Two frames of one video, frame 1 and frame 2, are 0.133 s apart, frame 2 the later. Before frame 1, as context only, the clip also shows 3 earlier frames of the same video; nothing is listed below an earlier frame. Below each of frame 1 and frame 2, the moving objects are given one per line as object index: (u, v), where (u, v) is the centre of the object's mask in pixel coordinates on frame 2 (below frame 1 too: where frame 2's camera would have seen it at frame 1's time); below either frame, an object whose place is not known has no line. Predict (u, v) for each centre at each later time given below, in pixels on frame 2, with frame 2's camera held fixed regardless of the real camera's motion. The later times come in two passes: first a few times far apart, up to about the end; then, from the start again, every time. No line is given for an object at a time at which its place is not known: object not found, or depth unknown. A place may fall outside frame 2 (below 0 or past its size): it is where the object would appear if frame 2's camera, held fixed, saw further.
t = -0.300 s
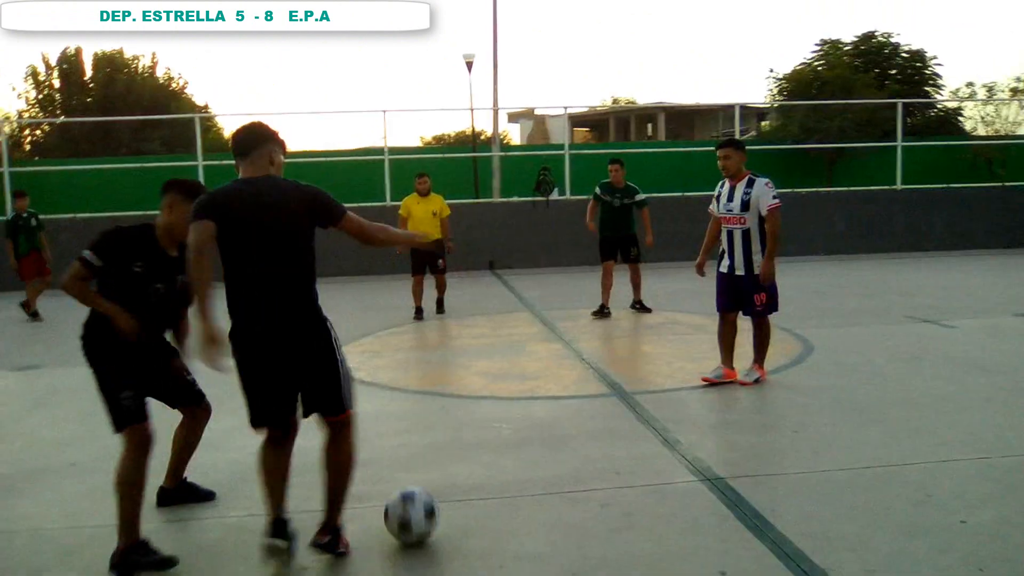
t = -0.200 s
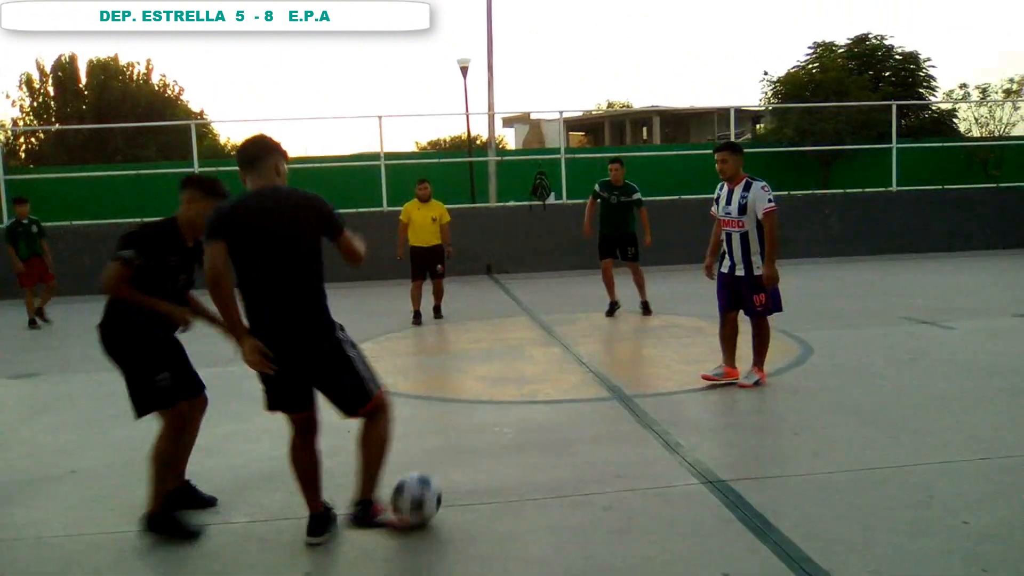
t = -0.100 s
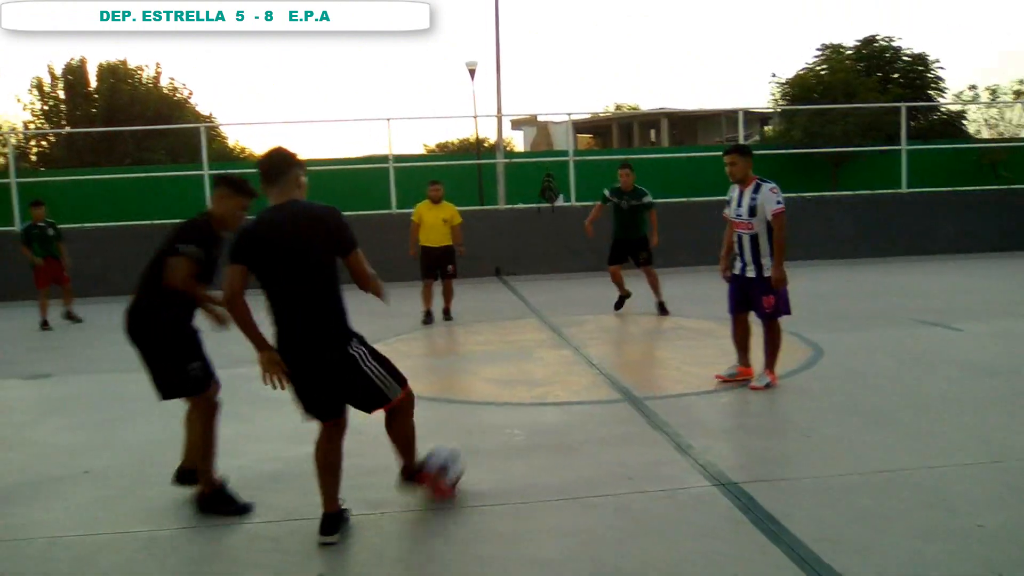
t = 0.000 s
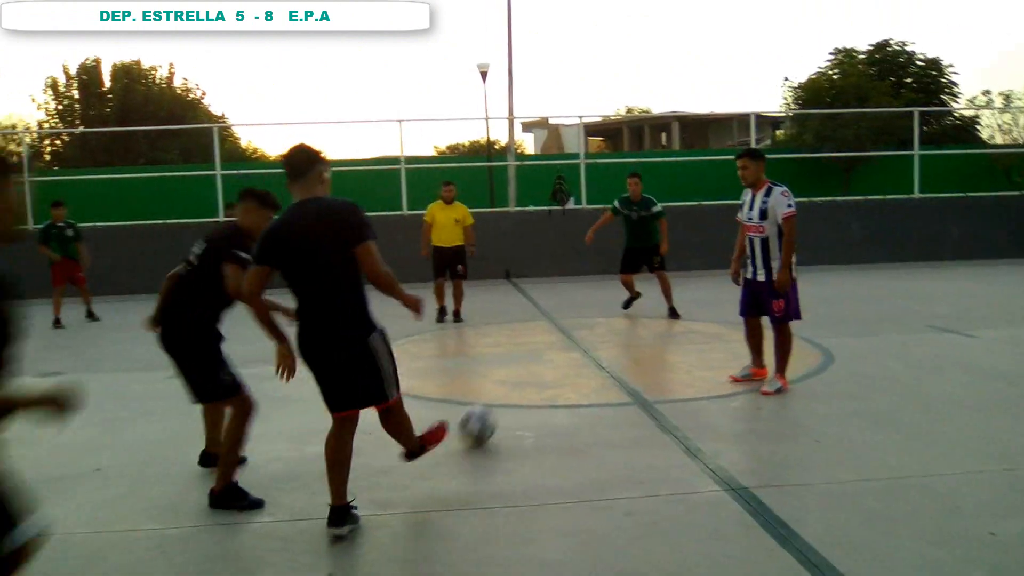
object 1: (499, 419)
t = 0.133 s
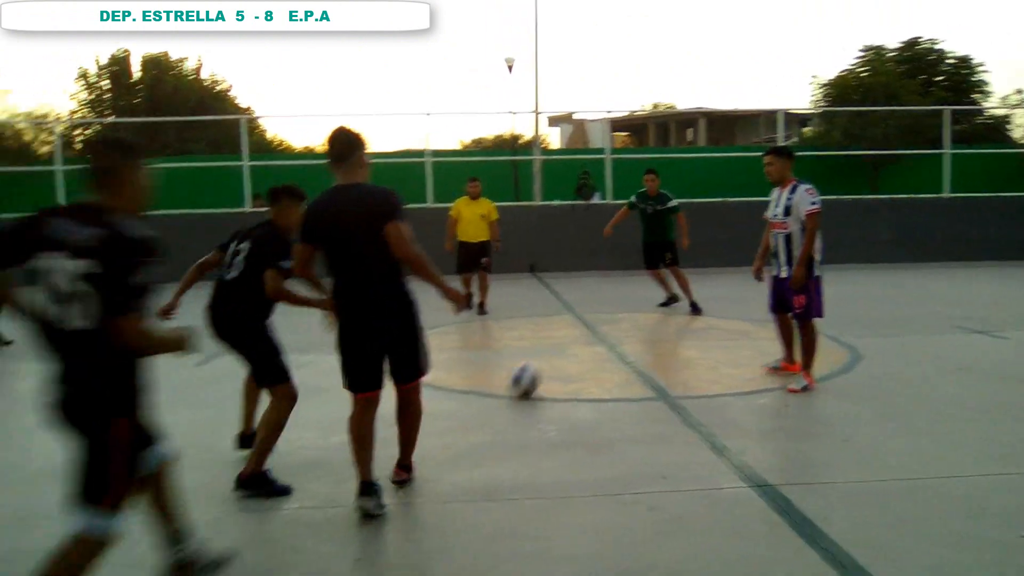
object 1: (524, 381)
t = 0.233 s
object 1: (535, 361)
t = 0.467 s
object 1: (551, 332)
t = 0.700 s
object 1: (561, 315)
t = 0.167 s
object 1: (530, 373)
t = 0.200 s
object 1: (534, 365)
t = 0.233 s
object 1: (535, 361)
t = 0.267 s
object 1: (538, 356)
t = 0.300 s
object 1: (541, 352)
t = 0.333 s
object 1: (543, 347)
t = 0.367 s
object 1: (545, 342)
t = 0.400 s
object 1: (547, 339)
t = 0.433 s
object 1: (549, 336)
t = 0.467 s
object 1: (551, 332)
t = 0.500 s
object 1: (552, 329)
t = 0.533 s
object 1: (554, 326)
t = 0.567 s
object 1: (556, 324)
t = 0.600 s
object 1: (558, 320)
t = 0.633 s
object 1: (558, 318)
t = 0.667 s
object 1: (559, 317)
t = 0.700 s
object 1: (561, 315)
